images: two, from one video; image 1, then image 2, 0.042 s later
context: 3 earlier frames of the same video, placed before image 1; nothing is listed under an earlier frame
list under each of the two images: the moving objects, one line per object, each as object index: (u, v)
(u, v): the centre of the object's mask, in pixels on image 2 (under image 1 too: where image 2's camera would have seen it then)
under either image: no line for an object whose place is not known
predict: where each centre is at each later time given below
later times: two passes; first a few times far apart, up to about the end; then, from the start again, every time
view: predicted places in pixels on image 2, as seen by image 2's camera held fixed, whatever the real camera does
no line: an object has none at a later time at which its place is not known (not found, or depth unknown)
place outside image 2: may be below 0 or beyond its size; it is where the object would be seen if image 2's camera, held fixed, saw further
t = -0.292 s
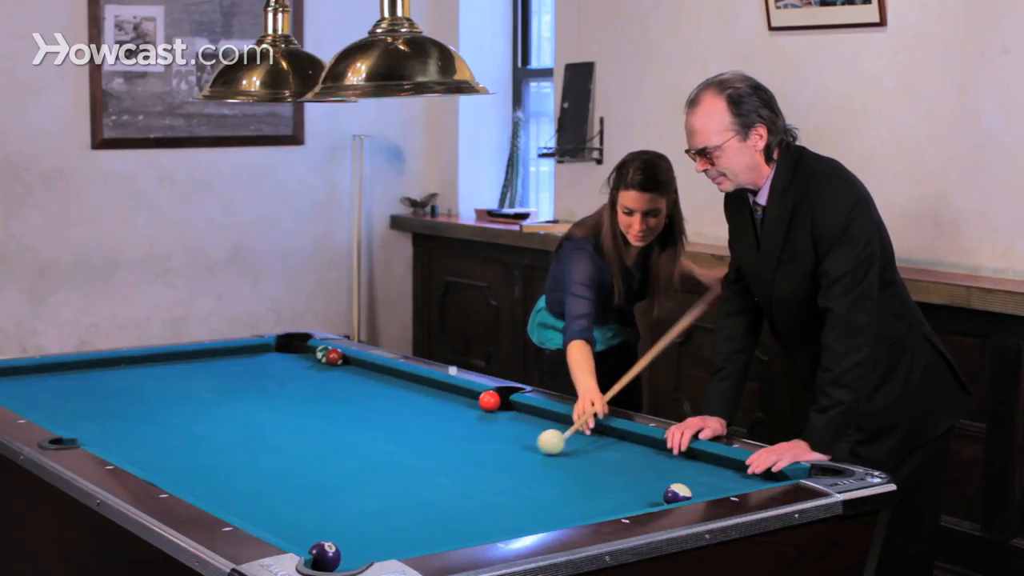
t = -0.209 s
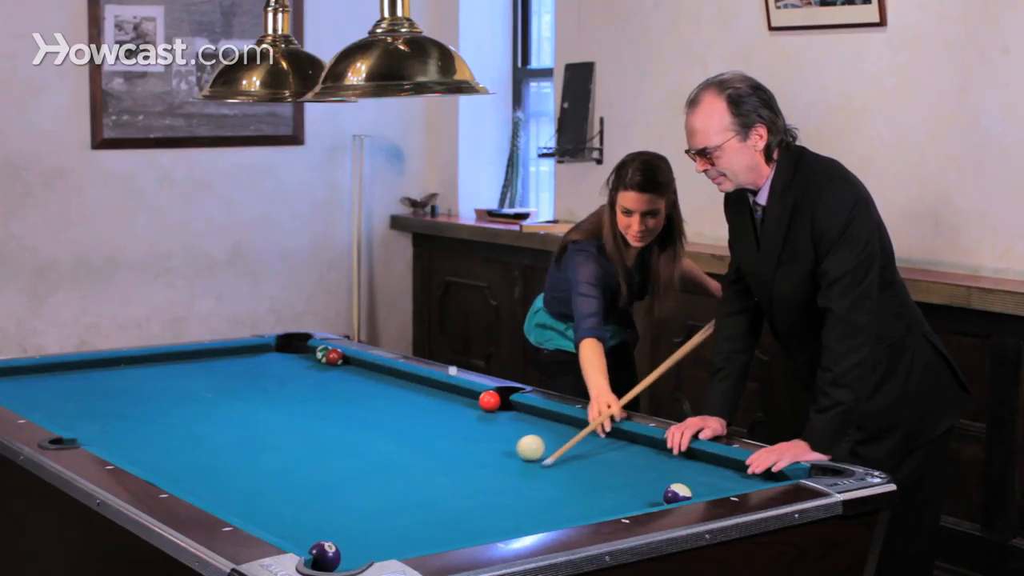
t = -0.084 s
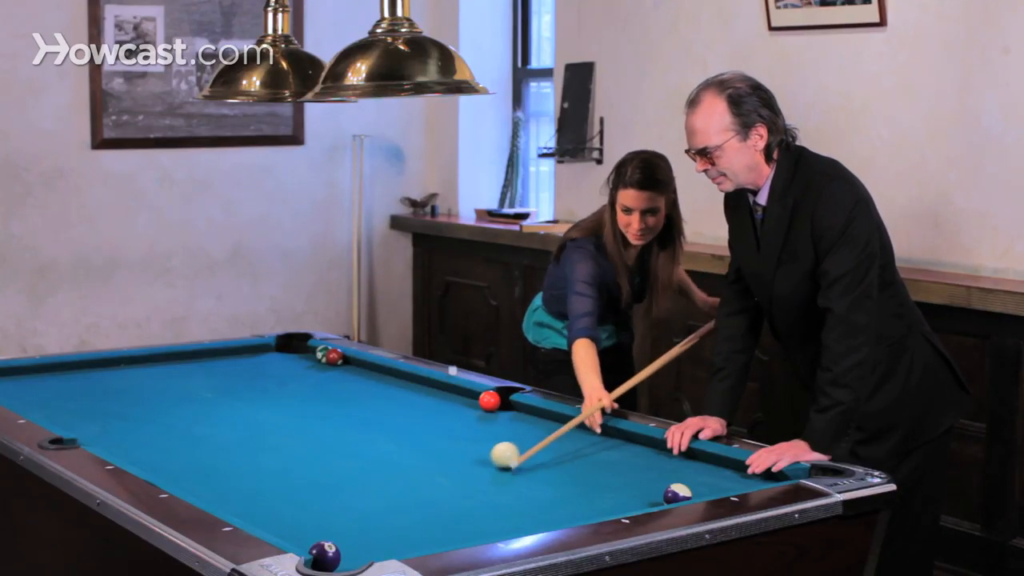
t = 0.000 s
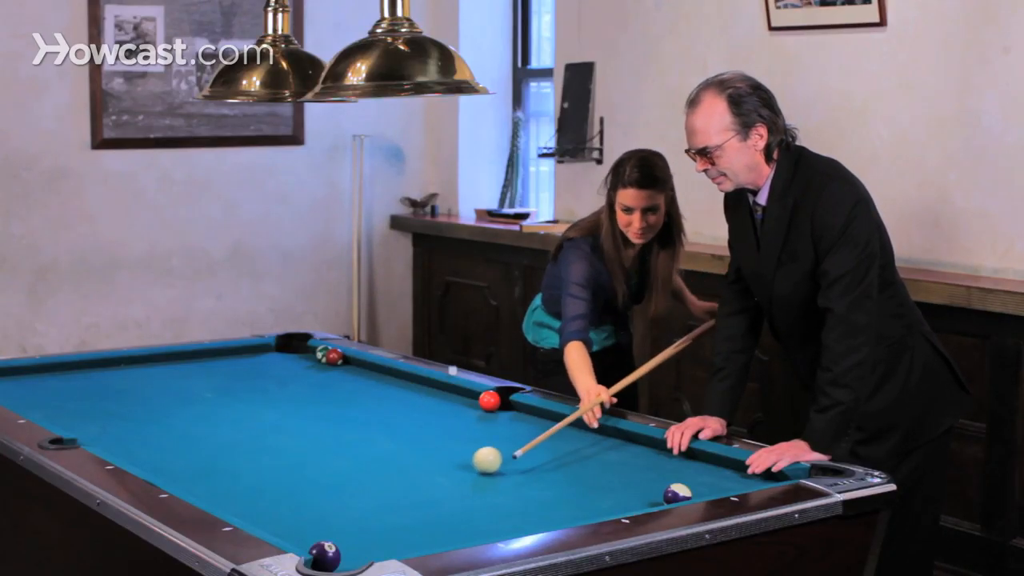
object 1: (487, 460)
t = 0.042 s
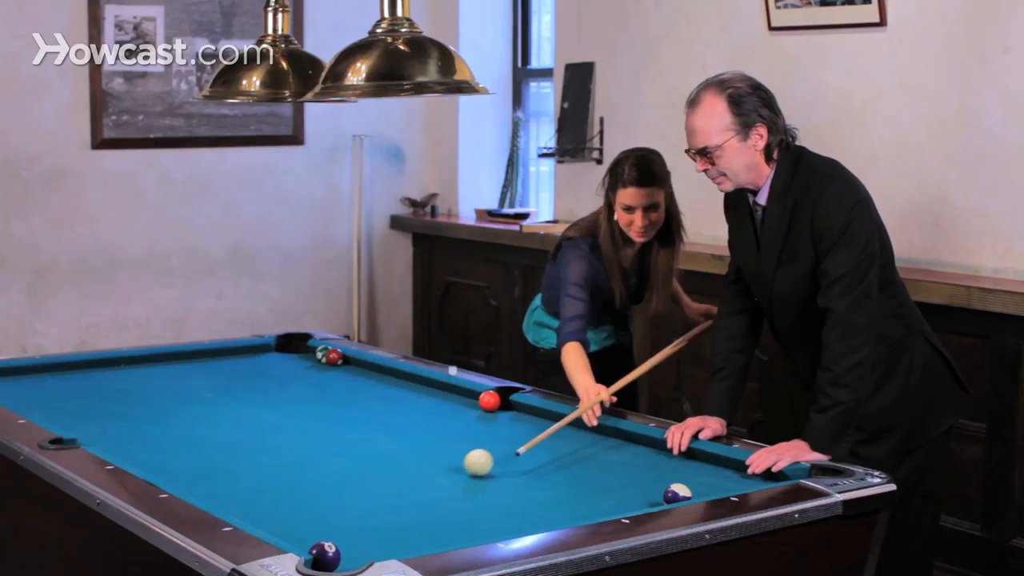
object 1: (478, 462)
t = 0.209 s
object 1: (442, 473)
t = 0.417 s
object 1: (395, 486)
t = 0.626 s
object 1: (345, 499)
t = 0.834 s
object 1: (294, 513)
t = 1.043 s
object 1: (270, 520)
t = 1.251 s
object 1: (306, 519)
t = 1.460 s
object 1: (339, 517)
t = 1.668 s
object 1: (370, 514)
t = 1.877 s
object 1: (398, 511)
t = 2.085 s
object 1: (424, 508)
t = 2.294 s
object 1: (448, 506)
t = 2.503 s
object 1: (469, 503)
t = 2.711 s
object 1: (489, 501)
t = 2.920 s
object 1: (506, 499)
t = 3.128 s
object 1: (522, 496)
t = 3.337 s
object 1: (534, 494)
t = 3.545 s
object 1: (546, 493)
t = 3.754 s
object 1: (556, 491)
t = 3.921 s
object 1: (562, 490)
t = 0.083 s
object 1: (469, 465)
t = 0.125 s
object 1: (460, 468)
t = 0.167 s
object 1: (451, 470)
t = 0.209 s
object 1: (442, 473)
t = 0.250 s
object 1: (433, 475)
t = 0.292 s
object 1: (423, 478)
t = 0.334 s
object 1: (414, 481)
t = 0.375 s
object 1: (404, 483)
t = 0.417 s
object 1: (395, 486)
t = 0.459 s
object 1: (385, 489)
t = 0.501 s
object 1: (376, 491)
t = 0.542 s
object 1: (366, 494)
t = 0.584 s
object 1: (356, 497)
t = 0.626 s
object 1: (345, 499)
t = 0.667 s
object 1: (335, 502)
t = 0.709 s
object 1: (325, 505)
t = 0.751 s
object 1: (315, 508)
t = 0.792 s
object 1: (304, 510)
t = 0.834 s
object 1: (294, 513)
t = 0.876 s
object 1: (283, 516)
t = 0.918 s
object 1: (273, 518)
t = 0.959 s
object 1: (263, 519)
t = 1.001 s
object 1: (262, 520)
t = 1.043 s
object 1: (270, 520)
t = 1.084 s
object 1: (277, 521)
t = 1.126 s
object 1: (284, 521)
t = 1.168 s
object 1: (291, 520)
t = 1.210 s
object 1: (298, 520)
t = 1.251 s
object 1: (306, 519)
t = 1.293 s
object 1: (312, 519)
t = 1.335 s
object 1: (319, 518)
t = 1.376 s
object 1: (326, 518)
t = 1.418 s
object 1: (332, 517)
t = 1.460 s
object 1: (339, 517)
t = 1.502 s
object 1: (345, 516)
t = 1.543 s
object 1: (352, 515)
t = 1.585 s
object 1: (358, 515)
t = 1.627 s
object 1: (364, 514)
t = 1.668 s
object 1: (370, 514)
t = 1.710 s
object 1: (376, 513)
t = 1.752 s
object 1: (381, 513)
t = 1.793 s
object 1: (387, 512)
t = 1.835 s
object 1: (393, 512)
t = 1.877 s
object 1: (398, 511)
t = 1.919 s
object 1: (404, 510)
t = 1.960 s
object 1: (409, 510)
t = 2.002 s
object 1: (414, 509)
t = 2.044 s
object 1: (419, 509)
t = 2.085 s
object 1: (424, 508)
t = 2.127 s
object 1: (429, 508)
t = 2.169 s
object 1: (434, 507)
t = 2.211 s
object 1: (439, 507)
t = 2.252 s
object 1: (443, 506)
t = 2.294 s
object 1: (448, 506)
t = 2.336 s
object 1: (453, 505)
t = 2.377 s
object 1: (457, 505)
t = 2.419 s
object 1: (461, 504)
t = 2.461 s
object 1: (465, 504)
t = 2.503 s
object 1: (469, 503)
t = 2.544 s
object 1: (474, 503)
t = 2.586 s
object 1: (478, 502)
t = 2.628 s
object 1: (481, 502)
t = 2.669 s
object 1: (485, 501)
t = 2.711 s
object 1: (489, 501)
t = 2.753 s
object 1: (493, 500)
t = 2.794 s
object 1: (496, 500)
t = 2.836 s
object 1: (500, 499)
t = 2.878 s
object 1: (503, 499)
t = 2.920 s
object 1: (506, 499)
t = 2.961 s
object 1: (509, 498)
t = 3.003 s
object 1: (512, 498)
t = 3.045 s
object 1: (515, 497)
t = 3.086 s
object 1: (519, 497)
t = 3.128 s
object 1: (522, 496)
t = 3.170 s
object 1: (524, 496)
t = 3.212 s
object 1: (527, 496)
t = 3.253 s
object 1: (529, 495)
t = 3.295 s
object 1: (532, 495)
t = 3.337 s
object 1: (534, 494)
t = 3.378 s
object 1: (537, 494)
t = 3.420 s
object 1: (539, 494)
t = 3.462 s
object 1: (541, 493)
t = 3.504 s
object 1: (544, 493)
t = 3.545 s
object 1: (546, 493)
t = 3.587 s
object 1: (548, 492)
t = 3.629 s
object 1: (550, 492)
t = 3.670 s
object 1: (552, 492)
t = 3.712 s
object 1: (554, 491)
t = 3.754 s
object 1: (556, 491)
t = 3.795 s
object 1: (558, 491)
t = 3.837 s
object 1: (559, 490)
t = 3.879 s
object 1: (561, 490)
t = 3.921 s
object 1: (562, 490)
